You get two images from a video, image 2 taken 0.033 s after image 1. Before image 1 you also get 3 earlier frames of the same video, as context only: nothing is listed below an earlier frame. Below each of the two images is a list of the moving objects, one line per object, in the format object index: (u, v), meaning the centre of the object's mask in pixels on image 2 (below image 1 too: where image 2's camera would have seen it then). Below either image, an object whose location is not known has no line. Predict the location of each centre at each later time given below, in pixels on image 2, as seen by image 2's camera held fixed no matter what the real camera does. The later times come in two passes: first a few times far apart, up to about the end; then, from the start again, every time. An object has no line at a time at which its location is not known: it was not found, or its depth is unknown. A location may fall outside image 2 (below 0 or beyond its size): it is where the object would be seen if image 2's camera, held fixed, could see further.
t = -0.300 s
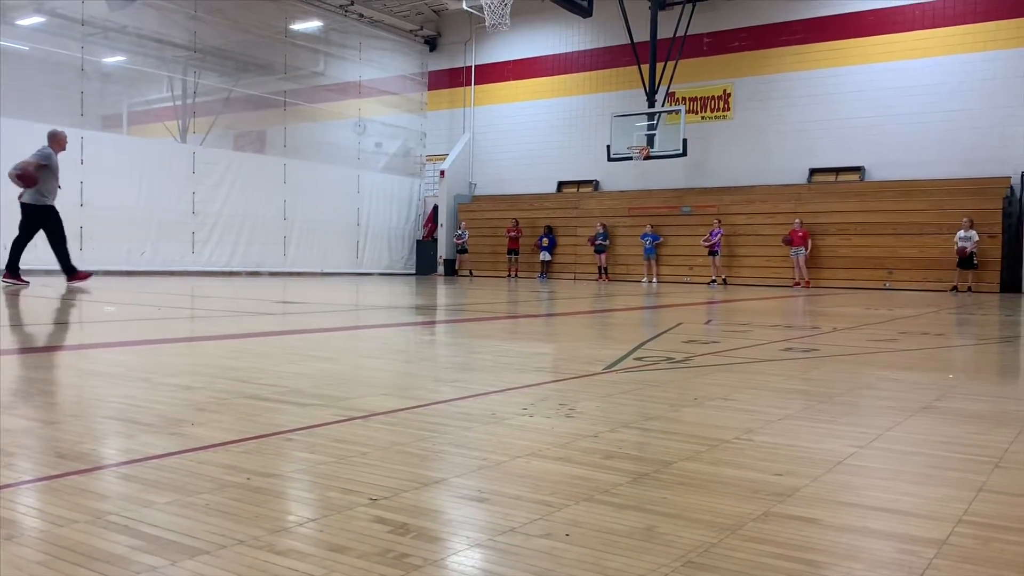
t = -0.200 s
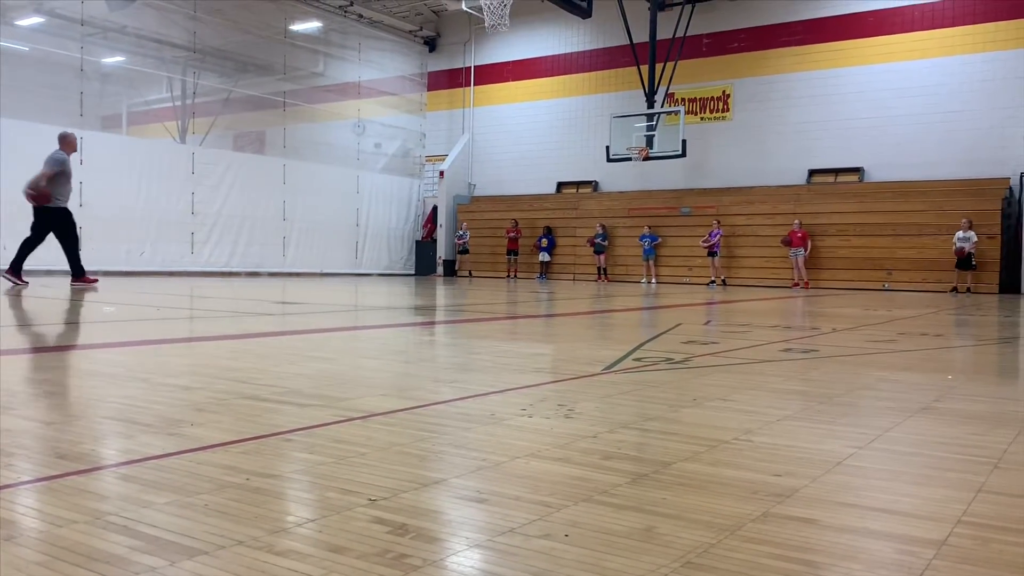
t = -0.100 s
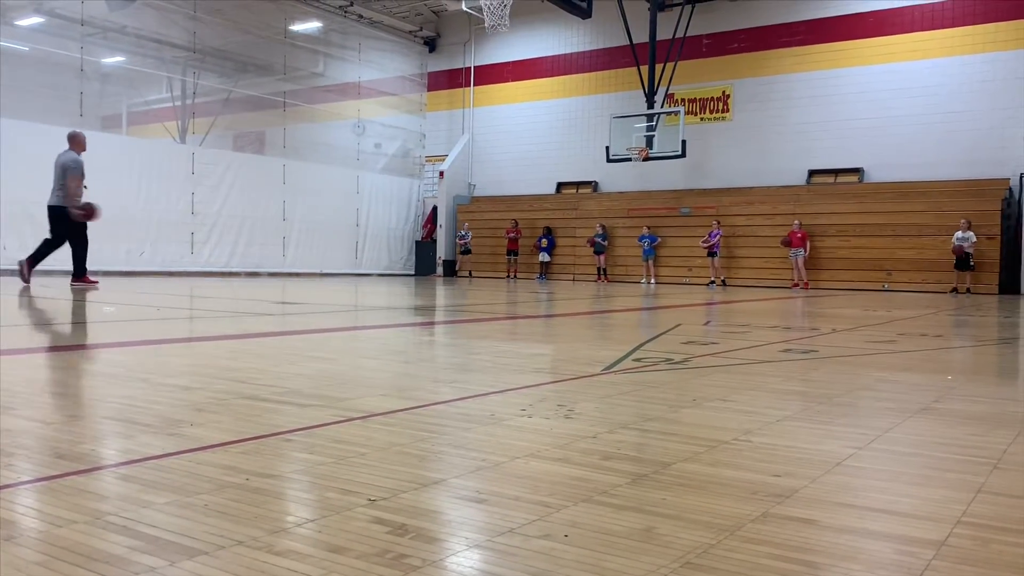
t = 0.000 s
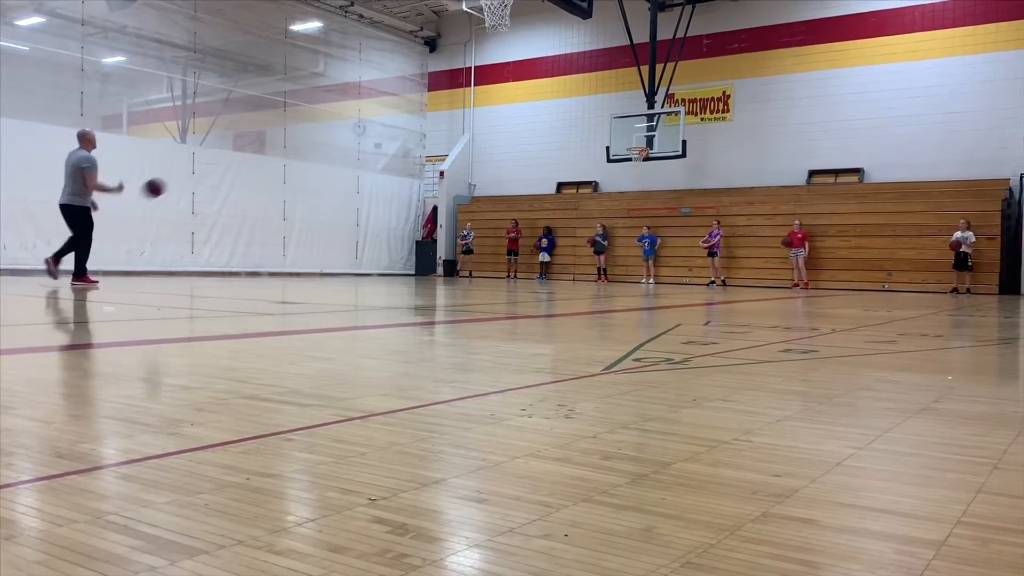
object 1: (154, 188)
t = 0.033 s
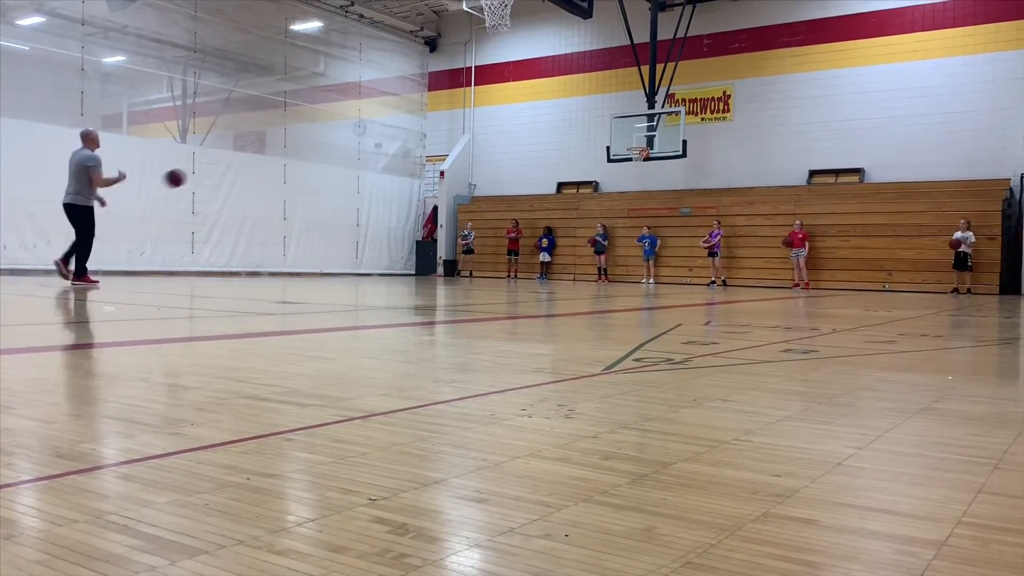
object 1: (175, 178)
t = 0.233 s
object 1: (282, 145)
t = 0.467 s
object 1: (380, 148)
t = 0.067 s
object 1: (194, 170)
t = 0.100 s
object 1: (213, 162)
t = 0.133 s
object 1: (231, 157)
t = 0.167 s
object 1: (249, 152)
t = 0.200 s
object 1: (265, 148)
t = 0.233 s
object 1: (282, 145)
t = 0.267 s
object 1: (297, 143)
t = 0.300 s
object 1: (312, 142)
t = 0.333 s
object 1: (327, 142)
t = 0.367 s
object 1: (341, 142)
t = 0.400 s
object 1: (354, 143)
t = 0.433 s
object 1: (367, 145)
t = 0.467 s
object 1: (380, 148)
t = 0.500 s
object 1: (392, 151)
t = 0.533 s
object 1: (403, 154)
